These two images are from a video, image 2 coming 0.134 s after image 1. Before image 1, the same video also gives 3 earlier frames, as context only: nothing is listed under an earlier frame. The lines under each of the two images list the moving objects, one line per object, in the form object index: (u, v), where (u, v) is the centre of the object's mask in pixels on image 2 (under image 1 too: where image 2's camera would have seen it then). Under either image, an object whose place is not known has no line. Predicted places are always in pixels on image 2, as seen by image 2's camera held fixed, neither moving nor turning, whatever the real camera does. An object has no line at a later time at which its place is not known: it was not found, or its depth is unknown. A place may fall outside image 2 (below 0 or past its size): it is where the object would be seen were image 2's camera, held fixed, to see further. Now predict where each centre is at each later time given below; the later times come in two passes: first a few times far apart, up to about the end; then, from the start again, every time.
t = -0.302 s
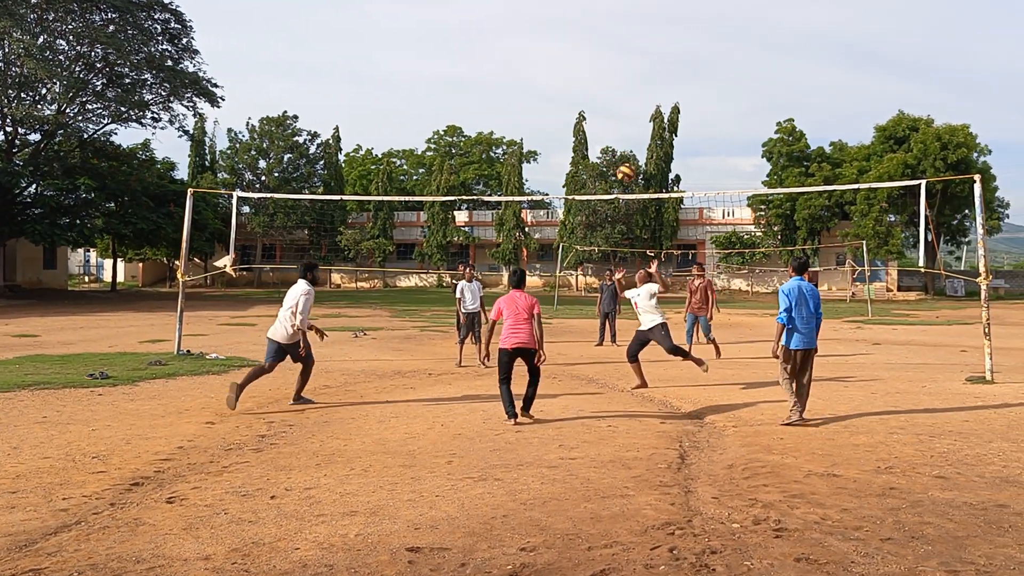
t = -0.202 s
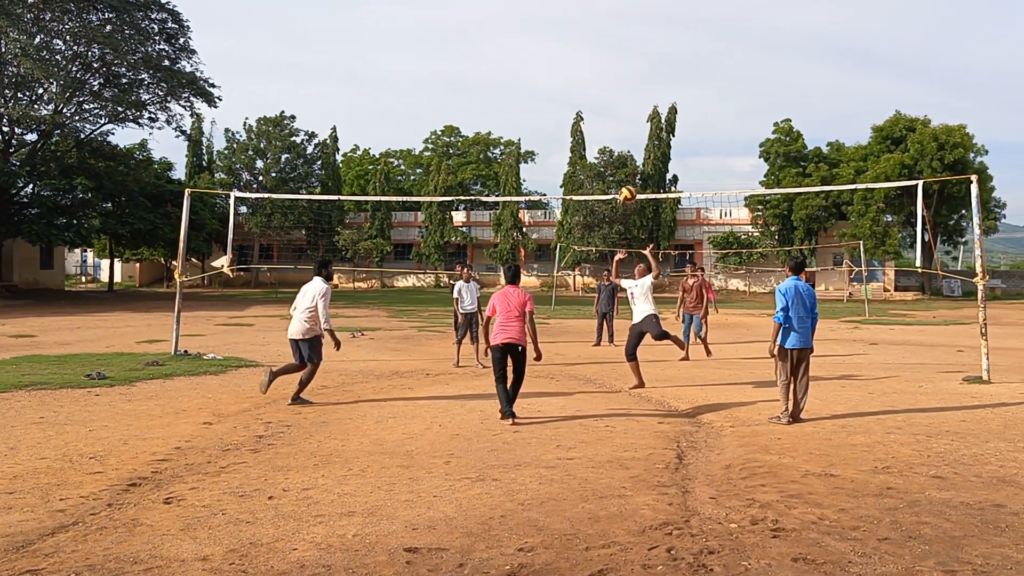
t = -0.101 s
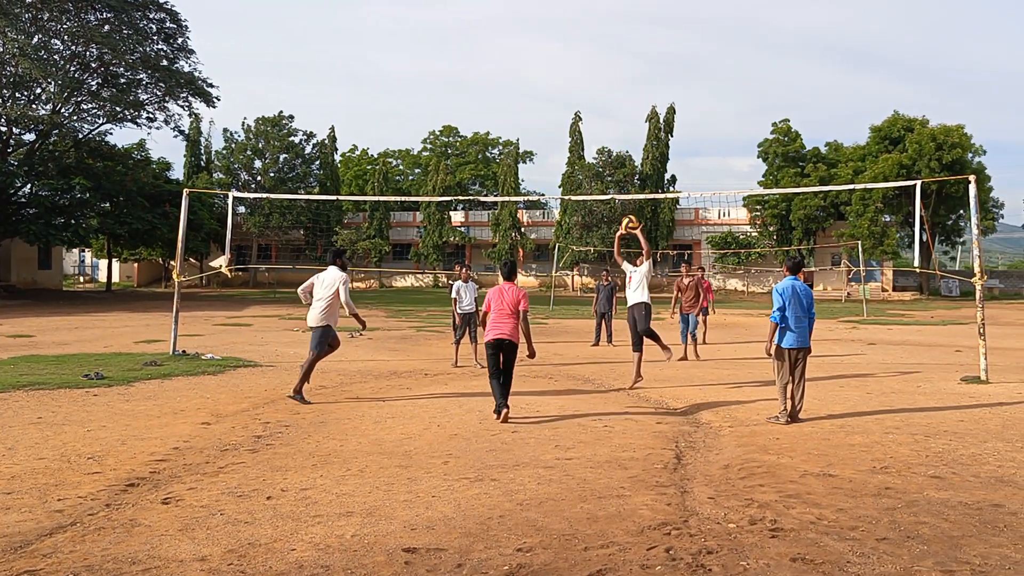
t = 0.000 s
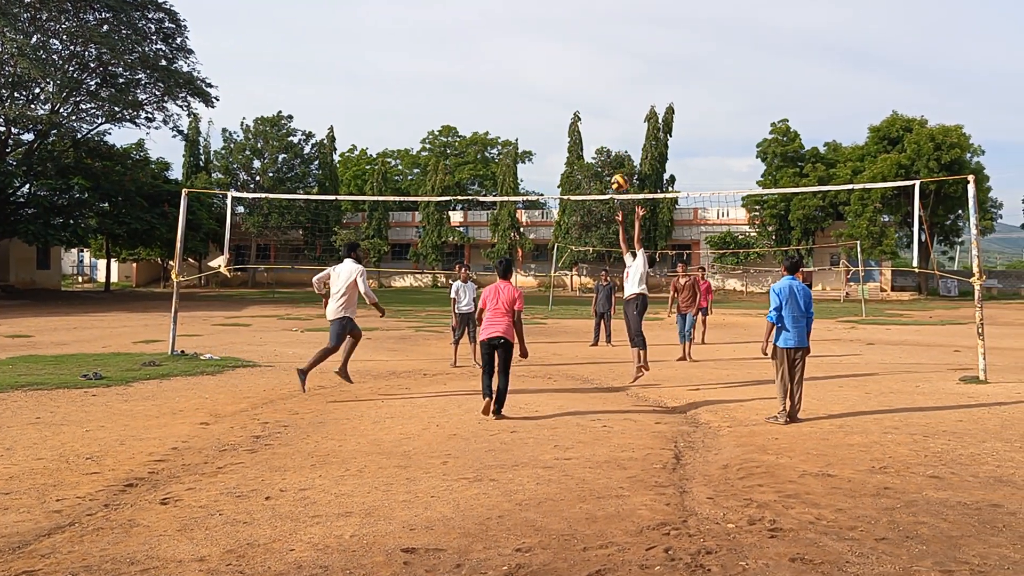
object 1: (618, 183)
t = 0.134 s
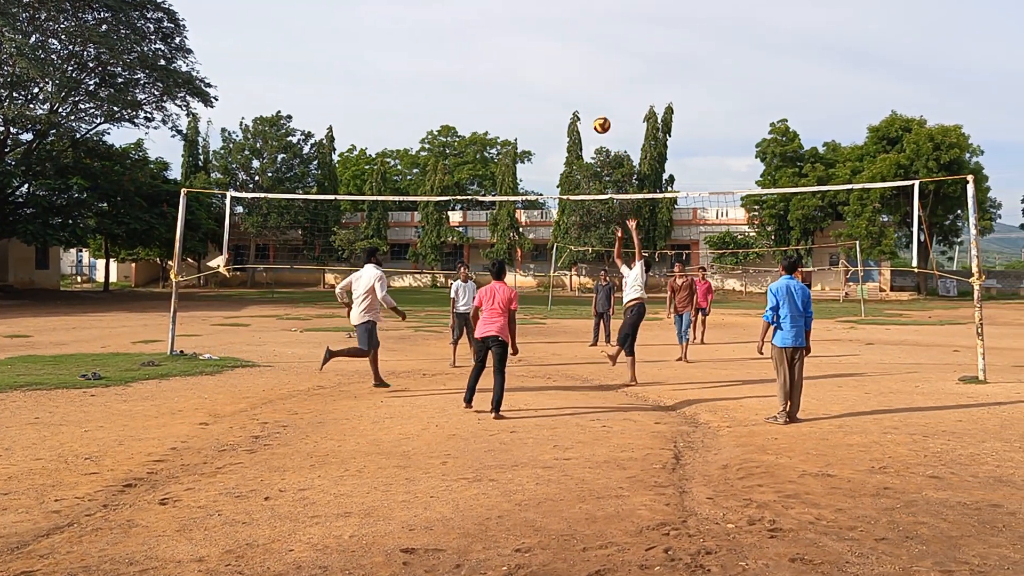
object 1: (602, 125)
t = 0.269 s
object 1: (584, 81)
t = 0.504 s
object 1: (555, 39)
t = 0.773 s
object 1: (523, 49)
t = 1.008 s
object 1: (498, 107)
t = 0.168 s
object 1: (597, 113)
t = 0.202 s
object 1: (593, 102)
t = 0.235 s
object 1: (588, 91)
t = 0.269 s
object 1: (584, 81)
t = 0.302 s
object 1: (580, 73)
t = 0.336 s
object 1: (576, 65)
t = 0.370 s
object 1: (572, 59)
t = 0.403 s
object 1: (567, 53)
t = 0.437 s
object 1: (563, 48)
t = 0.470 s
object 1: (559, 42)
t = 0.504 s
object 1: (555, 39)
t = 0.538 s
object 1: (551, 37)
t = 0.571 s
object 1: (547, 36)
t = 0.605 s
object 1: (543, 36)
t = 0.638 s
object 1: (539, 37)
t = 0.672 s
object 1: (535, 39)
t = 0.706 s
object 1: (532, 41)
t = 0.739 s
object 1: (528, 45)
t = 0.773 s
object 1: (523, 49)
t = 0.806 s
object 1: (519, 54)
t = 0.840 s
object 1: (516, 61)
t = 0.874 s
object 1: (513, 69)
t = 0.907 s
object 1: (509, 77)
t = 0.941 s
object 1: (505, 86)
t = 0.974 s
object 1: (502, 96)
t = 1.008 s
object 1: (498, 107)
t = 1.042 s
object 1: (494, 119)
